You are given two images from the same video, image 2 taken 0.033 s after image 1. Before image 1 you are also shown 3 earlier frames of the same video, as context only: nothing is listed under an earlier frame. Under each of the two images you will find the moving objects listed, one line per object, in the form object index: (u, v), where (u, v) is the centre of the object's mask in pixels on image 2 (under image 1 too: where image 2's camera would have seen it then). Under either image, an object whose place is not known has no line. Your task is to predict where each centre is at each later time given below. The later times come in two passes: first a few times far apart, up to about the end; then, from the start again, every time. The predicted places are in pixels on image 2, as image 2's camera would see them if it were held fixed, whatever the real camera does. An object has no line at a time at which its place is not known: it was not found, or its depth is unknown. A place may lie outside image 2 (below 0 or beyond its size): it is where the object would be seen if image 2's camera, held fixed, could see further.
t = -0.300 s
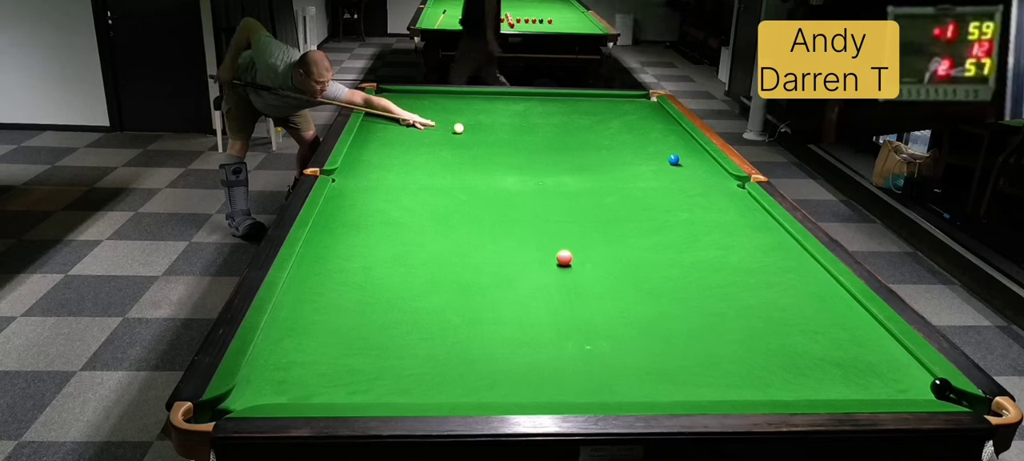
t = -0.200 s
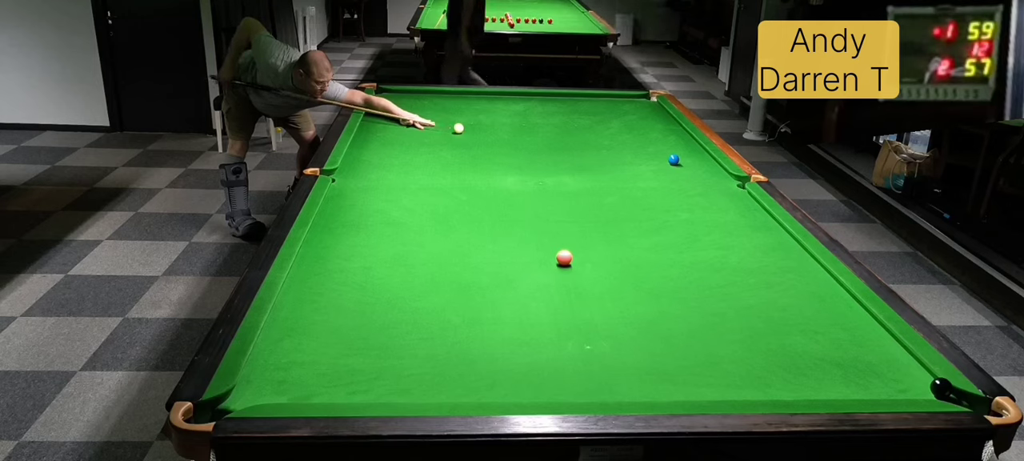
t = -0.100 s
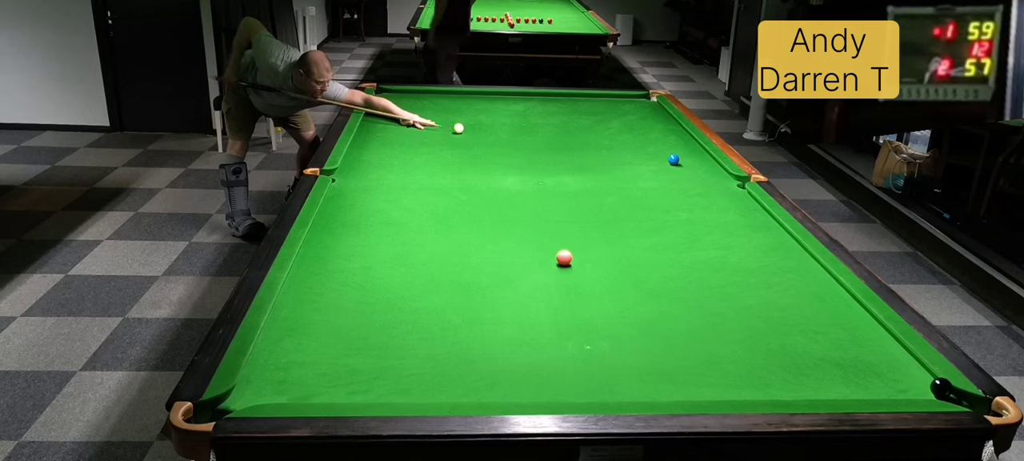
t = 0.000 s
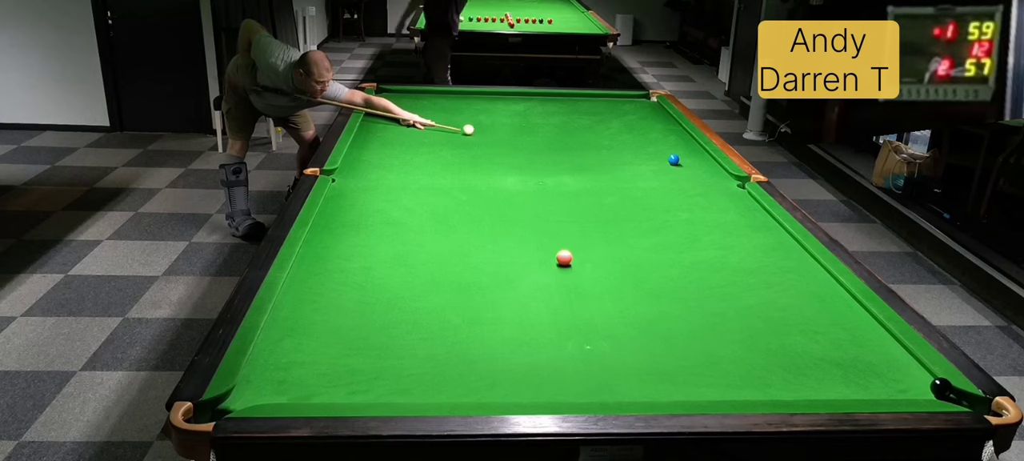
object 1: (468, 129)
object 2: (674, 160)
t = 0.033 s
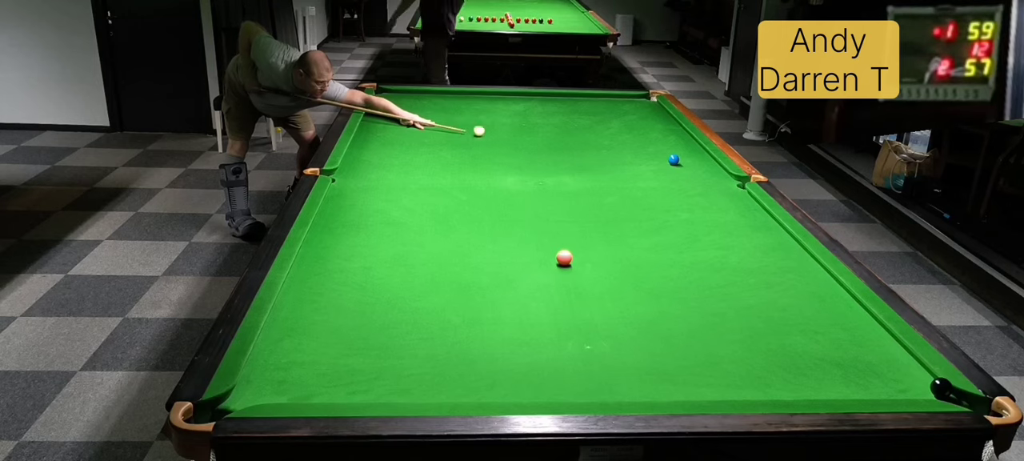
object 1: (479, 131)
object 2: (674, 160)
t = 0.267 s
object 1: (545, 140)
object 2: (674, 159)
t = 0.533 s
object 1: (602, 148)
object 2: (674, 159)
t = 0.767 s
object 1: (652, 155)
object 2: (674, 159)
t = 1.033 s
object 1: (682, 155)
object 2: (699, 167)
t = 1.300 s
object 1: (706, 155)
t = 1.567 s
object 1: (690, 153)
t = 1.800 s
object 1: (677, 151)
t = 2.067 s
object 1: (664, 150)
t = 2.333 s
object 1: (652, 149)
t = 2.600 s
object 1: (642, 148)
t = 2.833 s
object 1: (634, 147)
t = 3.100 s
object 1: (626, 147)
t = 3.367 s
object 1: (619, 146)
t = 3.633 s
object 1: (614, 146)
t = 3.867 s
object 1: (610, 146)
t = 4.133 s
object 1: (608, 146)
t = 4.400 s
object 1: (606, 146)
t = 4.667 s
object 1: (606, 146)
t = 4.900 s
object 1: (606, 146)
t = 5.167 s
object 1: (606, 146)
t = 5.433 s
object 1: (606, 146)
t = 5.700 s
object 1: (606, 146)
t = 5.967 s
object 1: (606, 146)
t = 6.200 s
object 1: (606, 146)
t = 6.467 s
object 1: (606, 146)
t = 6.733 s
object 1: (606, 146)
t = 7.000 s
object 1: (606, 146)
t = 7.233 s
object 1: (606, 146)
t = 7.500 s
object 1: (606, 146)
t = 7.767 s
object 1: (606, 146)
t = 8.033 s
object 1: (606, 146)
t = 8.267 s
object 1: (606, 146)
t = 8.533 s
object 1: (606, 146)
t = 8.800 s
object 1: (606, 146)
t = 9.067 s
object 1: (606, 146)
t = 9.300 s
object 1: (606, 146)
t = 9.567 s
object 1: (606, 146)
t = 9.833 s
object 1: (606, 146)
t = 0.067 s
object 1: (490, 132)
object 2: (674, 160)
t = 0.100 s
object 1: (500, 134)
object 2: (674, 160)
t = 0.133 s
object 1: (509, 135)
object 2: (674, 159)
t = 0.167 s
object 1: (519, 136)
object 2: (674, 159)
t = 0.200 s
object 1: (528, 138)
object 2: (674, 159)
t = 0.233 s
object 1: (537, 139)
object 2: (674, 159)
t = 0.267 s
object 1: (545, 140)
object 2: (674, 159)
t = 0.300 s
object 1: (552, 141)
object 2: (674, 159)
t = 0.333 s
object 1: (560, 142)
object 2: (674, 159)
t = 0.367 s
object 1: (567, 143)
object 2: (674, 159)
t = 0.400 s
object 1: (574, 144)
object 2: (674, 160)
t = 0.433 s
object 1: (581, 145)
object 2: (674, 160)
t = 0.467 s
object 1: (588, 146)
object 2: (674, 159)
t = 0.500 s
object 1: (595, 147)
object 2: (674, 159)
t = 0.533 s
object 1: (602, 148)
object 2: (674, 159)
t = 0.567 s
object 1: (609, 149)
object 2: (674, 159)
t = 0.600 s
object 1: (617, 150)
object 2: (674, 159)
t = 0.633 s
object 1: (623, 151)
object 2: (674, 159)
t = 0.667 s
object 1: (631, 152)
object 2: (674, 159)
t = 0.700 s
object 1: (638, 153)
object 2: (674, 159)
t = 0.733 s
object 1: (645, 154)
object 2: (674, 159)
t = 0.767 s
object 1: (652, 155)
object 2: (674, 159)
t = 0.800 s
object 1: (659, 156)
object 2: (674, 159)
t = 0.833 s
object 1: (665, 156)
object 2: (676, 160)
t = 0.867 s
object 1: (667, 156)
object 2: (680, 161)
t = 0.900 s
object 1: (670, 156)
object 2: (684, 163)
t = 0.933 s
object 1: (673, 156)
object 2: (688, 164)
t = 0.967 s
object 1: (676, 156)
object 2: (693, 165)
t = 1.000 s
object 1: (679, 155)
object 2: (696, 166)
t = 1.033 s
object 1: (682, 155)
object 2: (699, 167)
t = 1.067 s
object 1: (686, 155)
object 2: (703, 168)
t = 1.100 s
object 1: (688, 155)
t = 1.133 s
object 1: (692, 155)
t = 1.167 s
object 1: (695, 155)
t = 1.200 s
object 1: (698, 155)
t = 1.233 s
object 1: (700, 155)
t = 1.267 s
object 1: (703, 155)
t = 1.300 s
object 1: (706, 155)
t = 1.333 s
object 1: (704, 154)
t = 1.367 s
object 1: (702, 154)
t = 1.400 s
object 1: (700, 154)
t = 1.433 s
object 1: (698, 154)
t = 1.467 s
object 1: (696, 153)
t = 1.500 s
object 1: (694, 153)
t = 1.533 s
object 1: (692, 153)
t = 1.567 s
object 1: (690, 153)
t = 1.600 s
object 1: (688, 152)
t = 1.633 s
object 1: (686, 152)
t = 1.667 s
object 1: (684, 152)
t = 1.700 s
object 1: (683, 152)
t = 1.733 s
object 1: (680, 151)
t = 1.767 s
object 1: (679, 151)
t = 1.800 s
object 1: (677, 151)
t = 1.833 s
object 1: (675, 151)
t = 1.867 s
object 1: (674, 151)
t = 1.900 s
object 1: (672, 150)
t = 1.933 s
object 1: (670, 150)
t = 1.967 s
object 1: (668, 150)
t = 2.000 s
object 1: (667, 150)
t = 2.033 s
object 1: (665, 150)
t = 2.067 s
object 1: (664, 150)
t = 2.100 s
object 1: (662, 150)
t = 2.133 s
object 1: (660, 150)
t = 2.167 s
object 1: (659, 150)
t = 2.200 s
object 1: (658, 149)
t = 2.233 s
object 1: (656, 149)
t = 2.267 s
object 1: (655, 149)
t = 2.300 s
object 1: (653, 149)
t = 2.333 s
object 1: (652, 149)
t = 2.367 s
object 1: (651, 149)
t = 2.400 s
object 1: (649, 149)
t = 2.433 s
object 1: (648, 149)
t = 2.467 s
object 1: (647, 148)
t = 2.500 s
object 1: (645, 148)
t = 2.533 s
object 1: (644, 148)
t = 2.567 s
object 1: (643, 148)
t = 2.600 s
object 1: (642, 148)
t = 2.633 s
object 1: (640, 148)
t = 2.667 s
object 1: (639, 148)
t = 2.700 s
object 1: (638, 148)
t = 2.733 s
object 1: (637, 148)
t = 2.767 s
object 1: (636, 147)
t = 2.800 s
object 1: (635, 147)
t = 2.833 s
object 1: (634, 147)
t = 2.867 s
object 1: (633, 147)
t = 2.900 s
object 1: (632, 147)
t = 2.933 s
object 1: (631, 147)
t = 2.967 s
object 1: (630, 147)
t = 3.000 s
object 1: (629, 147)
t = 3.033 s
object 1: (628, 147)
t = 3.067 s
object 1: (627, 147)
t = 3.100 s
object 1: (626, 147)
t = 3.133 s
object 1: (625, 147)
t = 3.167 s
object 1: (624, 147)
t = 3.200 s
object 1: (623, 147)
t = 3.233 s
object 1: (622, 146)
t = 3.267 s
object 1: (622, 146)
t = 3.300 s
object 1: (621, 146)
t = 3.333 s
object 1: (620, 146)
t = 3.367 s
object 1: (619, 146)
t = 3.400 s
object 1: (618, 146)
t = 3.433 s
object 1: (618, 146)
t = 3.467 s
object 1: (617, 146)
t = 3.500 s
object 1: (616, 146)
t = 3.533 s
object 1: (616, 146)
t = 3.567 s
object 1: (615, 146)
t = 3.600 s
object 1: (614, 146)
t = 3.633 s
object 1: (614, 146)
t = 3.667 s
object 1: (613, 146)
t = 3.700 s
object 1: (613, 146)
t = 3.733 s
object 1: (612, 146)
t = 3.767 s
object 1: (612, 146)
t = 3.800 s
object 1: (611, 146)
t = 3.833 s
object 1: (611, 146)
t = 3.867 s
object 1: (610, 146)
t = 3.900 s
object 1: (610, 146)
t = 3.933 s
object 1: (610, 146)
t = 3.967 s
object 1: (609, 146)
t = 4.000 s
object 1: (609, 146)
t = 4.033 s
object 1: (609, 146)
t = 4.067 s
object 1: (608, 146)
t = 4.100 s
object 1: (608, 146)
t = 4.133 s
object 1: (608, 146)
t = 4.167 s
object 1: (608, 146)
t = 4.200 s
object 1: (607, 146)
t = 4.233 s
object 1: (607, 146)
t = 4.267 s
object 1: (607, 146)
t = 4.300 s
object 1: (607, 146)
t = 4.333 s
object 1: (607, 146)
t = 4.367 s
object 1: (606, 146)
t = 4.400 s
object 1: (606, 146)
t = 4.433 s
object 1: (606, 146)
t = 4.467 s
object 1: (606, 146)
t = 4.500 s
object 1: (606, 146)
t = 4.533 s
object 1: (606, 146)
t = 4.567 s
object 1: (606, 146)
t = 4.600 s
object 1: (606, 146)
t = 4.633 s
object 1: (606, 146)
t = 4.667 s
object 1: (606, 146)
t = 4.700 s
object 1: (606, 146)
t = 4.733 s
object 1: (606, 146)
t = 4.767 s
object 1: (606, 146)
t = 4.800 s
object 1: (606, 146)
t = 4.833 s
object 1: (606, 146)
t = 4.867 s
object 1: (606, 146)
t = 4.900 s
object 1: (606, 146)
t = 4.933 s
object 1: (606, 146)
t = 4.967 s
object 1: (606, 146)
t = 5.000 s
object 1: (606, 146)
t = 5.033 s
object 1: (606, 146)
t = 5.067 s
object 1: (606, 146)
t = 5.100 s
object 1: (606, 146)
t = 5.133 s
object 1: (606, 146)
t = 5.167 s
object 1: (606, 146)
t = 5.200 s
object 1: (606, 146)
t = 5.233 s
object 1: (606, 146)
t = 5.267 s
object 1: (606, 146)
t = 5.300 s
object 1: (606, 146)
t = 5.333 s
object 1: (606, 146)
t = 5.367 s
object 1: (606, 146)
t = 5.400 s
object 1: (606, 146)
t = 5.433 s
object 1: (606, 146)
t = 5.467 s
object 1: (606, 146)
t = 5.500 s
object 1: (606, 146)
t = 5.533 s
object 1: (606, 146)
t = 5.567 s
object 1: (606, 146)
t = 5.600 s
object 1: (606, 146)
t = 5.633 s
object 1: (606, 146)
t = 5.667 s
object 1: (606, 146)
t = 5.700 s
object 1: (606, 146)
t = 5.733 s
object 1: (606, 146)
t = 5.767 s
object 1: (606, 146)
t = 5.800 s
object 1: (606, 146)
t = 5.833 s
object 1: (606, 146)
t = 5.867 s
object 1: (606, 146)
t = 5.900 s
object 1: (606, 146)
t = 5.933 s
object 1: (606, 146)
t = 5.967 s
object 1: (606, 146)
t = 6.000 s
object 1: (606, 146)
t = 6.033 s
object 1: (606, 146)
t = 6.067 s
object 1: (606, 146)
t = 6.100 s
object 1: (606, 146)
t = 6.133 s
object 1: (606, 146)
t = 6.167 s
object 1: (606, 146)
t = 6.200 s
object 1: (606, 146)
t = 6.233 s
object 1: (606, 146)
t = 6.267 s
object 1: (606, 146)
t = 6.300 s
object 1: (606, 146)
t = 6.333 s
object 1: (606, 146)
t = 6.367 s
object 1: (606, 146)
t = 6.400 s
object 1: (606, 146)
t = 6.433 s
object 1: (606, 146)
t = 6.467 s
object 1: (606, 146)
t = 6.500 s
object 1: (606, 146)
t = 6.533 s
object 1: (606, 146)
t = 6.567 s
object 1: (606, 146)
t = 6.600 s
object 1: (606, 146)
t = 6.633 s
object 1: (606, 146)
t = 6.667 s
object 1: (606, 146)
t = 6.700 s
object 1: (606, 146)
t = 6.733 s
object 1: (606, 146)
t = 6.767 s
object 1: (606, 146)
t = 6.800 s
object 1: (606, 146)
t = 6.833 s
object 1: (606, 146)
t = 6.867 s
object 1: (606, 146)
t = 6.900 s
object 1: (606, 146)
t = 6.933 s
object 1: (606, 146)
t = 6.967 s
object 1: (606, 146)
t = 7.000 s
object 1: (606, 146)
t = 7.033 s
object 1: (606, 146)
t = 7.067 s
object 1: (606, 146)
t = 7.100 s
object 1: (606, 146)
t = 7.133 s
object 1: (606, 146)
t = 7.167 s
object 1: (606, 146)
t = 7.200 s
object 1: (606, 146)
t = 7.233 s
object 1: (606, 146)
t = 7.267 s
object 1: (606, 146)
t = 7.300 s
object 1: (606, 146)
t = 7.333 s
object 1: (606, 146)
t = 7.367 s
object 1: (606, 146)
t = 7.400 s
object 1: (606, 146)
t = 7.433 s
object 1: (606, 146)
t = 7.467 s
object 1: (606, 146)
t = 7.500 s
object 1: (606, 146)
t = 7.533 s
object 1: (606, 146)
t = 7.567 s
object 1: (606, 146)
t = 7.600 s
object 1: (606, 146)
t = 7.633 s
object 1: (606, 146)
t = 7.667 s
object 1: (606, 146)
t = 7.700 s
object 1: (606, 146)
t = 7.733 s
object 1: (606, 146)
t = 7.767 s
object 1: (606, 146)
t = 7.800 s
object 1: (606, 146)
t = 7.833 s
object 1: (606, 146)
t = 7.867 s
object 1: (606, 146)
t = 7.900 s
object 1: (606, 146)
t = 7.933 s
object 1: (606, 146)
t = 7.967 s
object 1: (606, 146)
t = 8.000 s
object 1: (606, 146)
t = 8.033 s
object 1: (606, 146)
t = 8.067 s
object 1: (606, 146)
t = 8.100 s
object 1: (606, 146)
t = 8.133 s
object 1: (606, 146)
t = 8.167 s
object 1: (606, 146)
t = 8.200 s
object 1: (606, 146)
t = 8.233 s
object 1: (606, 146)
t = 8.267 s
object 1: (606, 146)
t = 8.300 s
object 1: (606, 146)
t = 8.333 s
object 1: (606, 146)
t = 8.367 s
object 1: (606, 146)
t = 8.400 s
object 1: (606, 146)
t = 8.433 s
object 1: (606, 146)
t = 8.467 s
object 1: (606, 146)
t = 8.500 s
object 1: (606, 146)
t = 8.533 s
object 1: (606, 146)
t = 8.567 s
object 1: (606, 146)
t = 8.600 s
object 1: (606, 146)
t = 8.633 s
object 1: (606, 146)
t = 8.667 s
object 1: (606, 146)
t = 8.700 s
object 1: (606, 146)
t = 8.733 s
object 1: (606, 146)
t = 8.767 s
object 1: (606, 146)
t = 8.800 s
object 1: (606, 146)
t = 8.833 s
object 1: (606, 146)
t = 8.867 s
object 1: (606, 146)
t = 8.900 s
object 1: (606, 146)
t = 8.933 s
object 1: (606, 146)
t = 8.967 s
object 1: (606, 146)
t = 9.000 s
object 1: (606, 146)
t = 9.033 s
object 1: (606, 146)
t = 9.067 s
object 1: (606, 146)
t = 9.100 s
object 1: (606, 146)
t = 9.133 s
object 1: (606, 146)
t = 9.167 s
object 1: (606, 146)
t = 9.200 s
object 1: (606, 146)
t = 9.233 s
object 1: (606, 146)
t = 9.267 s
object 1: (606, 146)
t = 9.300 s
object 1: (606, 146)
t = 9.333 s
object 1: (606, 146)
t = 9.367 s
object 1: (606, 146)
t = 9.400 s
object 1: (606, 146)
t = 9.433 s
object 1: (606, 146)
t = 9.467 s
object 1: (606, 146)
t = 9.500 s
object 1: (606, 146)
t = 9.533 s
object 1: (606, 146)
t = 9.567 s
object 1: (606, 146)
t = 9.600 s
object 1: (606, 146)
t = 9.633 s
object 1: (606, 146)
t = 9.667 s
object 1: (606, 146)
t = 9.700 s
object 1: (606, 146)
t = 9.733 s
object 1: (606, 146)
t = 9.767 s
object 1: (606, 146)
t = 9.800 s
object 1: (606, 146)
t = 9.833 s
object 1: (606, 146)
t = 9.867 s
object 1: (606, 146)
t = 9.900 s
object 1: (606, 146)
